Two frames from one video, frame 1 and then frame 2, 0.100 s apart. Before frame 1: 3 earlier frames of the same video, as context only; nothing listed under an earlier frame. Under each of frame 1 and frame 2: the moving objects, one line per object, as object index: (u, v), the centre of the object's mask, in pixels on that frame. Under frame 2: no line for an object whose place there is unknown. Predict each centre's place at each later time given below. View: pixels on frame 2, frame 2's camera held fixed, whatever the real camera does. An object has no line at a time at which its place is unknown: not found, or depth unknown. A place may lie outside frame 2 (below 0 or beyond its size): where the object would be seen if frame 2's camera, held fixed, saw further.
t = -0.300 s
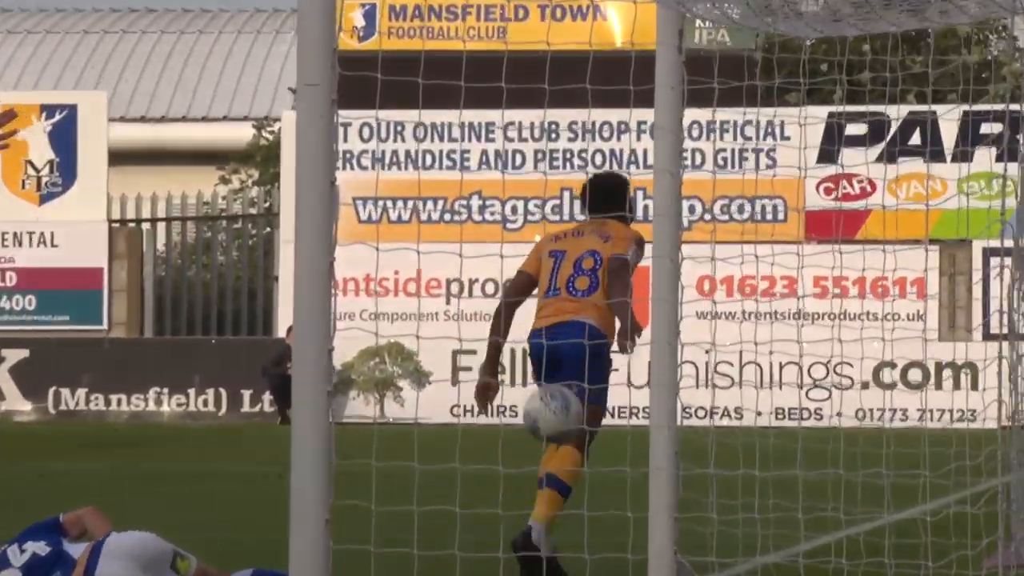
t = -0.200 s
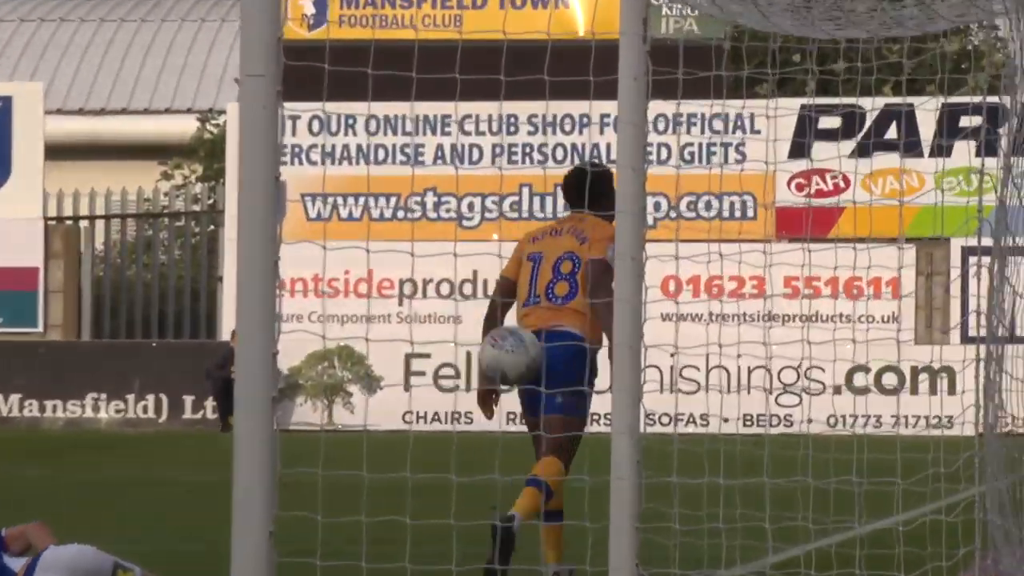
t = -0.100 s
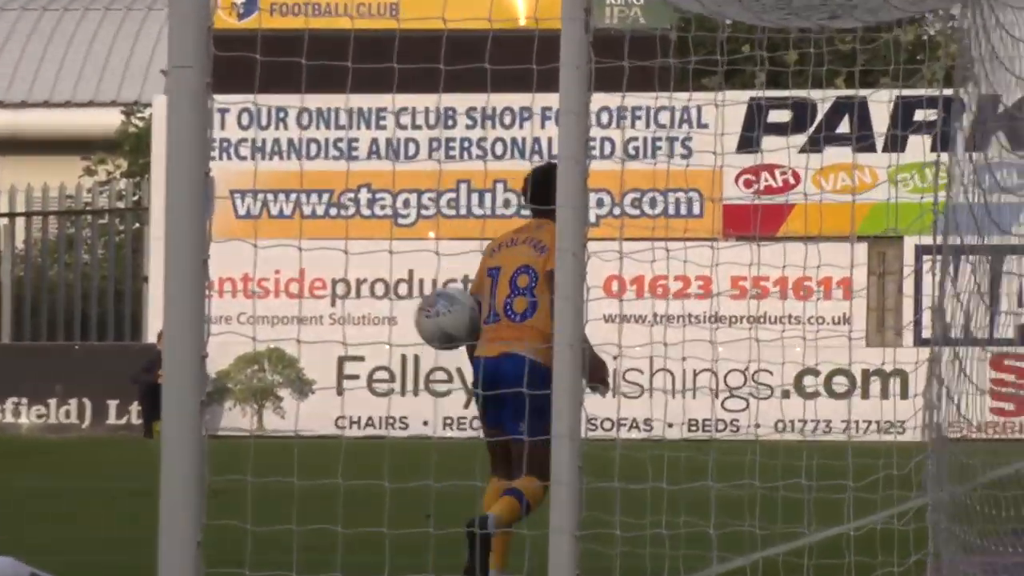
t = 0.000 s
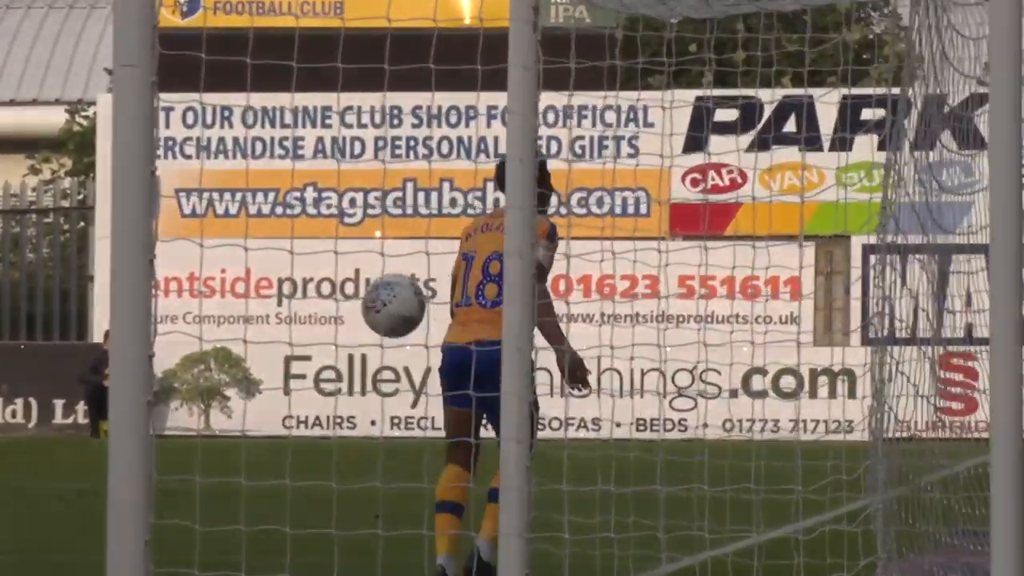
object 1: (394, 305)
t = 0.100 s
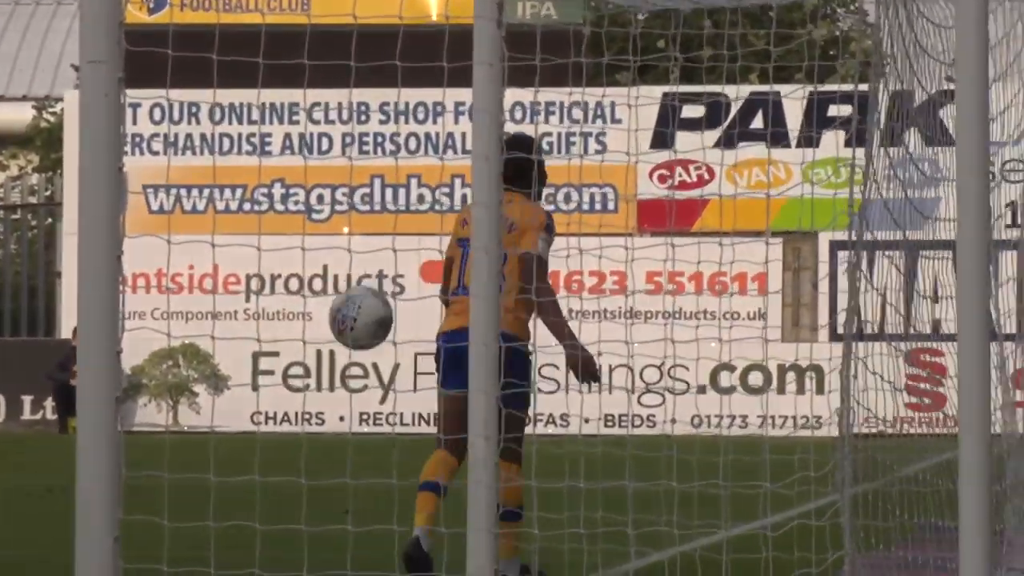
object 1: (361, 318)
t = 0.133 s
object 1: (360, 324)
